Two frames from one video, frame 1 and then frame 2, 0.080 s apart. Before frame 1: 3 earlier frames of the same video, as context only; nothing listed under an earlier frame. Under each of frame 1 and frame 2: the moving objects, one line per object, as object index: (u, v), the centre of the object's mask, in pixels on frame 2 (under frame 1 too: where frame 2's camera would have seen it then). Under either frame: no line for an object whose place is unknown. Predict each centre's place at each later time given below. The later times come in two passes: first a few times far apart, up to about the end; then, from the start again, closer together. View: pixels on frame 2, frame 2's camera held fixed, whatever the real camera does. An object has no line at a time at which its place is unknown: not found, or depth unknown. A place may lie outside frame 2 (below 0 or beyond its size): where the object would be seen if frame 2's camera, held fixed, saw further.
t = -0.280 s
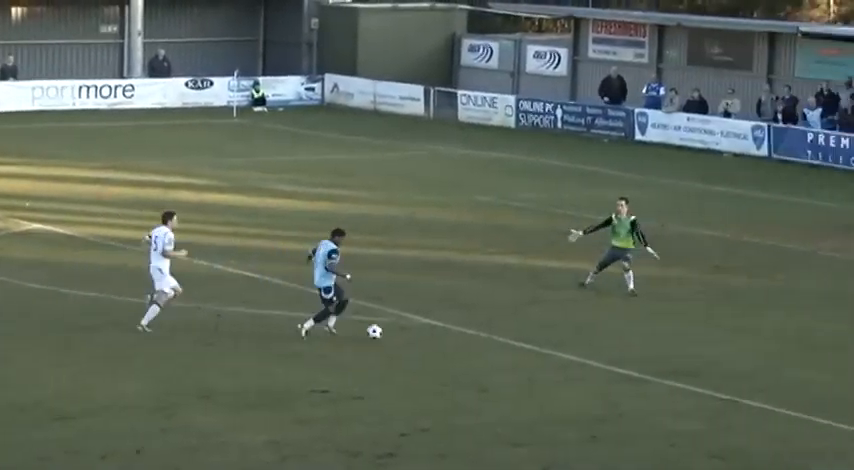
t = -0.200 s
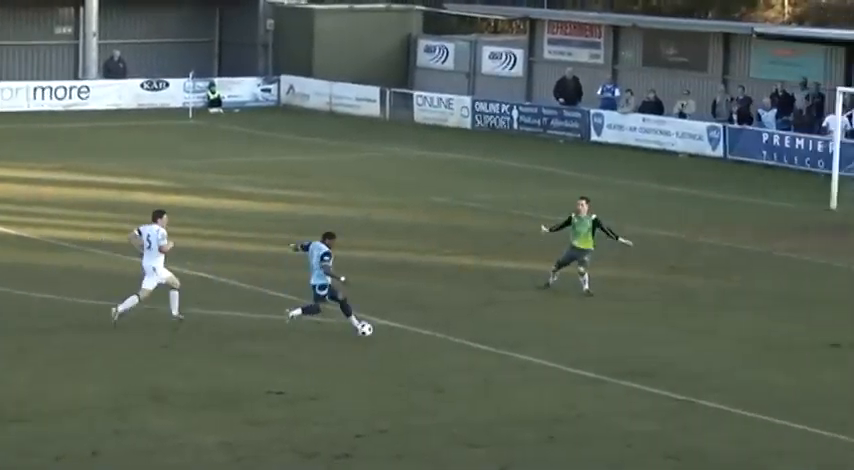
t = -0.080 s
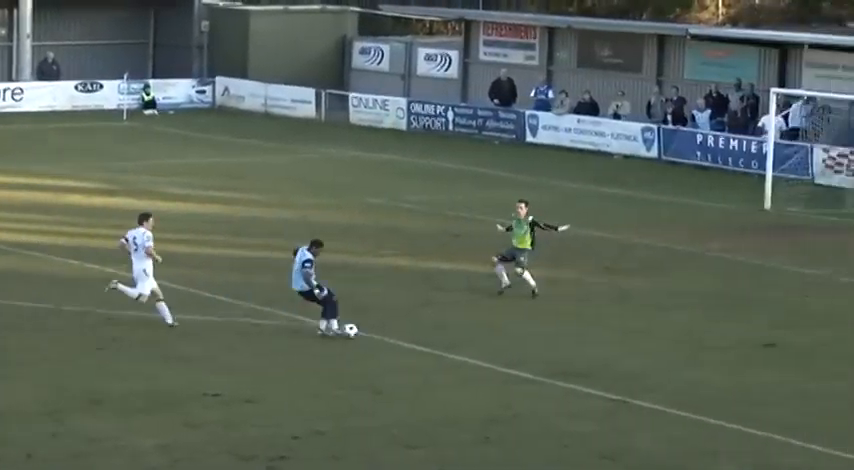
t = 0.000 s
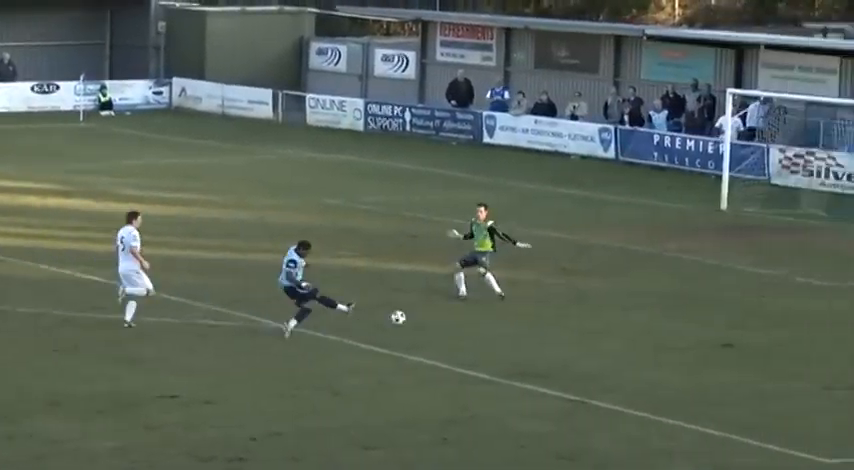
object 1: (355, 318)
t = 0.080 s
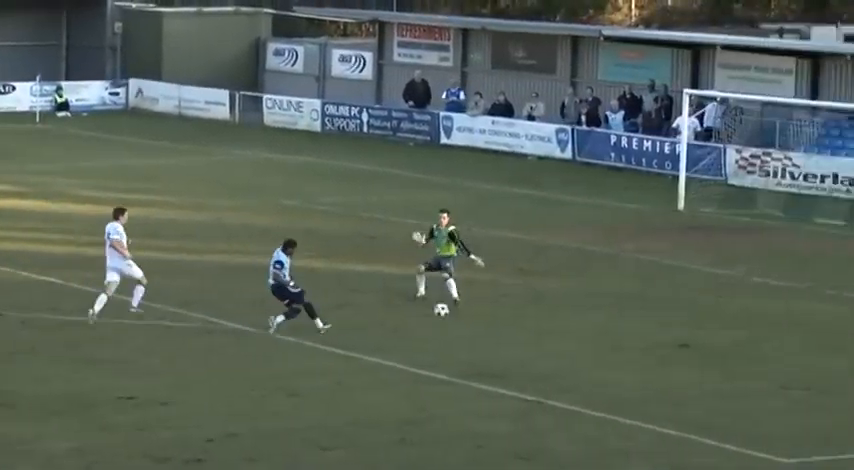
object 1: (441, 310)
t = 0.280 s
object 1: (599, 282)
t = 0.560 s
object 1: (747, 256)
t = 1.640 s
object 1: (941, 184)
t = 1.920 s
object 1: (923, 208)
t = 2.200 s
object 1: (920, 223)
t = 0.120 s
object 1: (477, 301)
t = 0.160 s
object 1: (511, 295)
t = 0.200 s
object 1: (542, 290)
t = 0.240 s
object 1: (572, 288)
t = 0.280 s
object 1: (599, 282)
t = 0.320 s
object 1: (625, 278)
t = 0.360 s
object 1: (648, 274)
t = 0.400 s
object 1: (671, 270)
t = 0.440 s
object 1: (692, 266)
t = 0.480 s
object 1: (711, 263)
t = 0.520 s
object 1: (730, 260)
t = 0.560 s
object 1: (747, 256)
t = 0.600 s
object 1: (763, 254)
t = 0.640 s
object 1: (779, 249)
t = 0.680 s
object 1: (794, 247)
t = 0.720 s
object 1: (809, 245)
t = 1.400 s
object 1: (946, 195)
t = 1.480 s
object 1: (944, 187)
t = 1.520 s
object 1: (944, 186)
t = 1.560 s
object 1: (942, 185)
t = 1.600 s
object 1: (941, 183)
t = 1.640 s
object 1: (941, 184)
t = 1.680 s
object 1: (942, 182)
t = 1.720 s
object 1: (930, 186)
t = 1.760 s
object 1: (929, 188)
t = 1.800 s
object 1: (928, 192)
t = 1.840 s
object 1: (927, 195)
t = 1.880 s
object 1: (926, 201)
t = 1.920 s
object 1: (923, 208)
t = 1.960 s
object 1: (921, 215)
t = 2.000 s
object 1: (918, 223)
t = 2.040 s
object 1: (916, 231)
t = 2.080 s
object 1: (916, 233)
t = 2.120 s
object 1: (917, 229)
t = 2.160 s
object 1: (918, 226)
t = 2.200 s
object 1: (920, 223)
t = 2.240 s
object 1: (921, 221)
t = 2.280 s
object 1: (922, 220)
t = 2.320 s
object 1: (923, 219)
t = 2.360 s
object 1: (924, 219)
